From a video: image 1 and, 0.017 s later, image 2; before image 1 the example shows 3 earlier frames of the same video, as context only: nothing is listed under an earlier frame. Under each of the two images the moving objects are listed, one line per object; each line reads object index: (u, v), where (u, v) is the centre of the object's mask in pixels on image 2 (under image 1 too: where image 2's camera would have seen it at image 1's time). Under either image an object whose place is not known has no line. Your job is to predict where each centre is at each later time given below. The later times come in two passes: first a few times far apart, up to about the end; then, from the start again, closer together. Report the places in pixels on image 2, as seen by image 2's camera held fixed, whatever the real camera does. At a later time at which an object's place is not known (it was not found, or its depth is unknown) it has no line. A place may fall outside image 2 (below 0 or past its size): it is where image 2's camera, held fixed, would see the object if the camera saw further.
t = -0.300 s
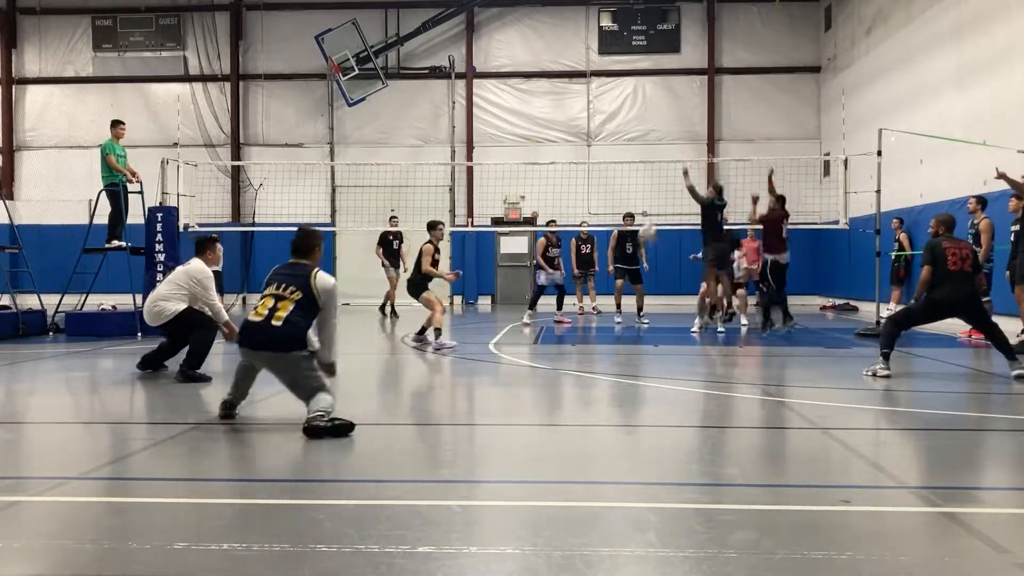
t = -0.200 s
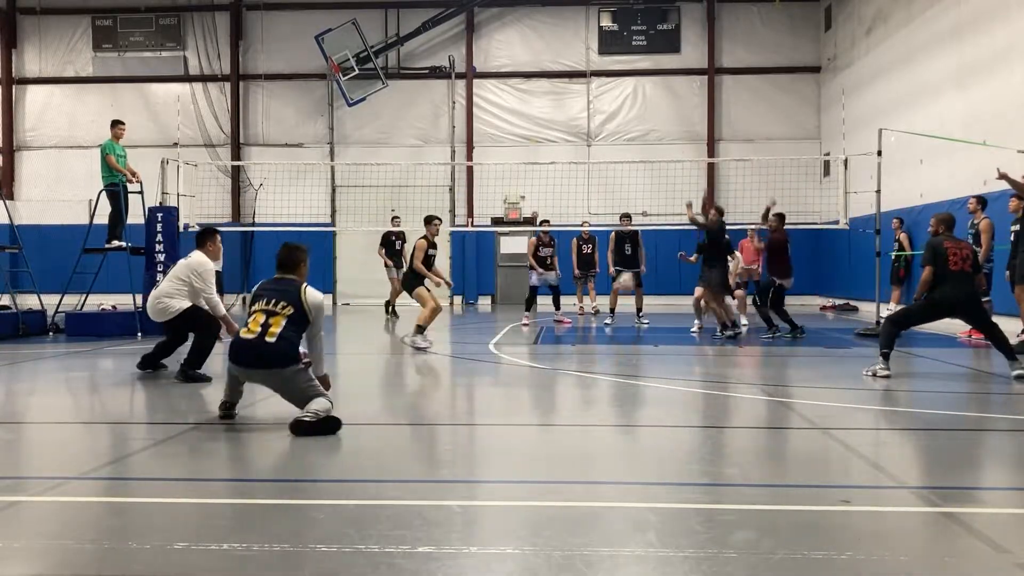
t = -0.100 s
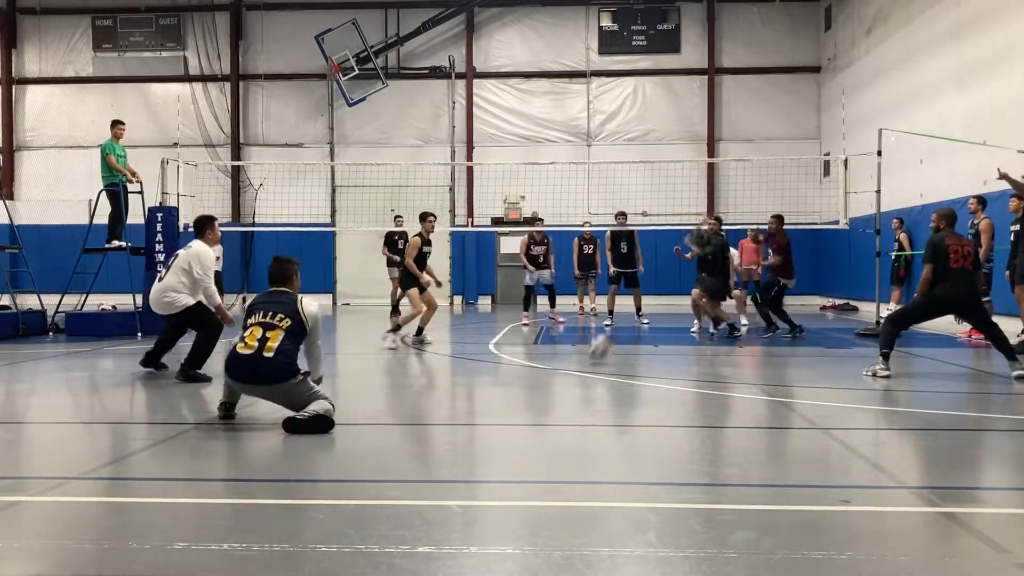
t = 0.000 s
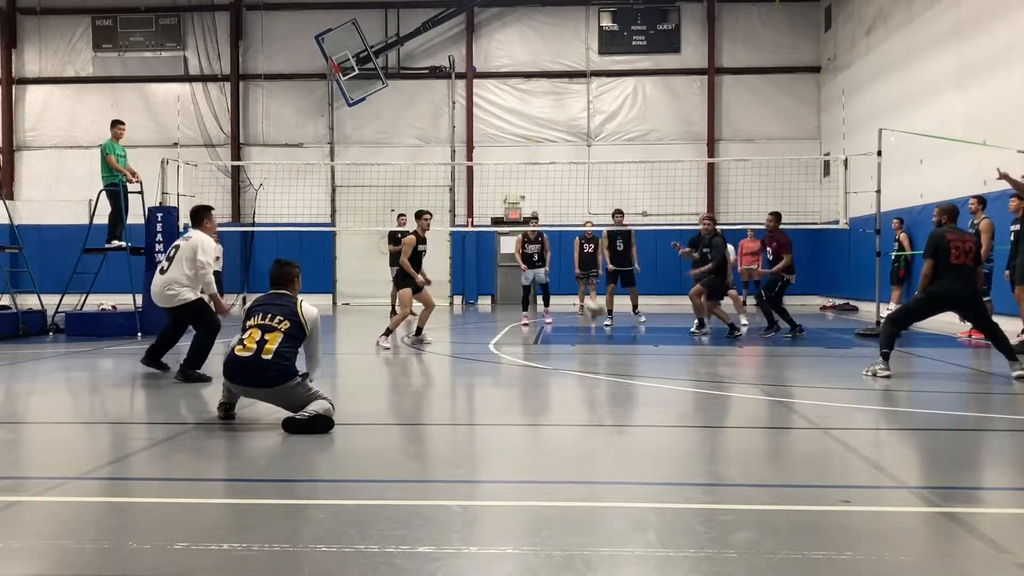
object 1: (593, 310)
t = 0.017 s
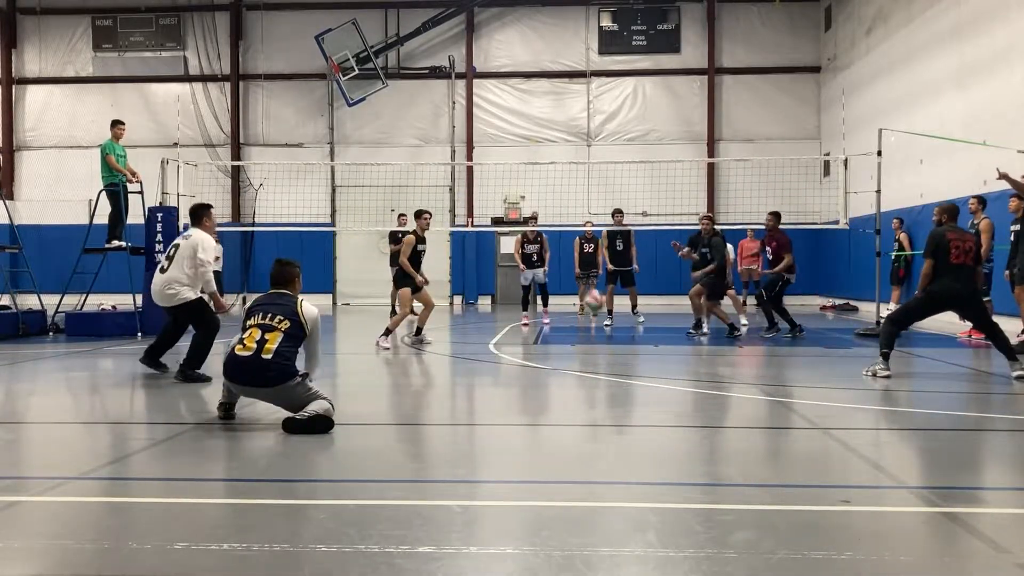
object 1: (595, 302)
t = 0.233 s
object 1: (588, 225)
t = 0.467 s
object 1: (580, 190)
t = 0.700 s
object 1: (572, 220)
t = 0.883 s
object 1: (565, 298)
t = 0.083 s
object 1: (591, 275)
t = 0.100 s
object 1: (591, 269)
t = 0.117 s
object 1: (592, 263)
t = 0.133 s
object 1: (590, 257)
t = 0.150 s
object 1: (590, 249)
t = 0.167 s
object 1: (589, 243)
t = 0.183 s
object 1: (588, 237)
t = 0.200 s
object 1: (589, 230)
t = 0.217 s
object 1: (588, 228)
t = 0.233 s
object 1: (588, 225)
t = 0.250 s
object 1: (587, 218)
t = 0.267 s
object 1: (587, 215)
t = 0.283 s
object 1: (586, 211)
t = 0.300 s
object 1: (586, 208)
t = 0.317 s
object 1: (585, 205)
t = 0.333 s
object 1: (585, 201)
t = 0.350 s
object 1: (584, 199)
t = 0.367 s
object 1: (584, 197)
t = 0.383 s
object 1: (583, 195)
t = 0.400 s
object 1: (582, 193)
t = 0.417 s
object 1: (582, 192)
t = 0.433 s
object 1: (581, 191)
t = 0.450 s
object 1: (581, 190)
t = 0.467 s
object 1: (580, 190)
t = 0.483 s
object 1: (580, 190)
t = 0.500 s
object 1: (579, 190)
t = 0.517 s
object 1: (579, 191)
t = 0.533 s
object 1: (578, 191)
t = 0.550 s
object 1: (578, 192)
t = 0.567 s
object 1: (577, 193)
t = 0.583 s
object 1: (577, 196)
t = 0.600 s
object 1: (576, 199)
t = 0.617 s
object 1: (575, 202)
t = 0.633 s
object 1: (574, 204)
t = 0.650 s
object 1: (574, 208)
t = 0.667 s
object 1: (573, 211)
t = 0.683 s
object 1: (572, 215)
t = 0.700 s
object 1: (572, 220)
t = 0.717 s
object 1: (572, 224)
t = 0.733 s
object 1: (572, 232)
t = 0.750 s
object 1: (569, 236)
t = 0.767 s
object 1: (569, 242)
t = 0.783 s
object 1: (569, 249)
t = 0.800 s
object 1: (568, 256)
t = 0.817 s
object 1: (567, 264)
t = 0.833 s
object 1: (567, 273)
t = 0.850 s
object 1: (565, 280)
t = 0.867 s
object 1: (566, 289)
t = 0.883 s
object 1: (565, 298)
